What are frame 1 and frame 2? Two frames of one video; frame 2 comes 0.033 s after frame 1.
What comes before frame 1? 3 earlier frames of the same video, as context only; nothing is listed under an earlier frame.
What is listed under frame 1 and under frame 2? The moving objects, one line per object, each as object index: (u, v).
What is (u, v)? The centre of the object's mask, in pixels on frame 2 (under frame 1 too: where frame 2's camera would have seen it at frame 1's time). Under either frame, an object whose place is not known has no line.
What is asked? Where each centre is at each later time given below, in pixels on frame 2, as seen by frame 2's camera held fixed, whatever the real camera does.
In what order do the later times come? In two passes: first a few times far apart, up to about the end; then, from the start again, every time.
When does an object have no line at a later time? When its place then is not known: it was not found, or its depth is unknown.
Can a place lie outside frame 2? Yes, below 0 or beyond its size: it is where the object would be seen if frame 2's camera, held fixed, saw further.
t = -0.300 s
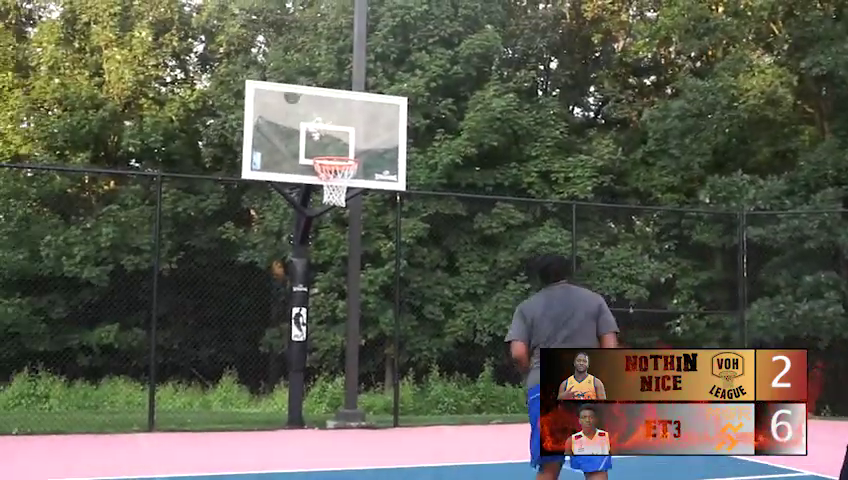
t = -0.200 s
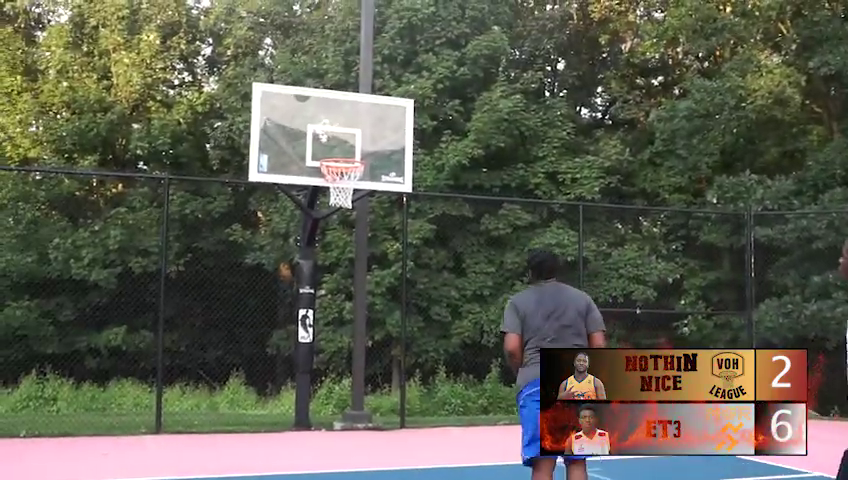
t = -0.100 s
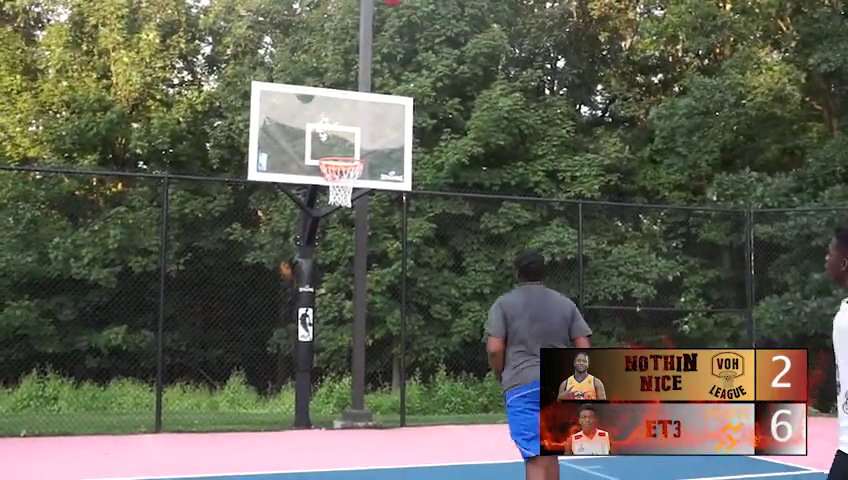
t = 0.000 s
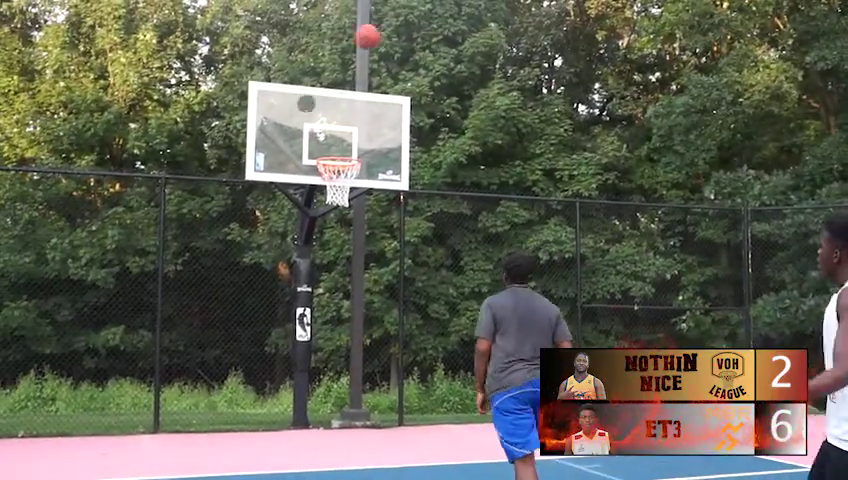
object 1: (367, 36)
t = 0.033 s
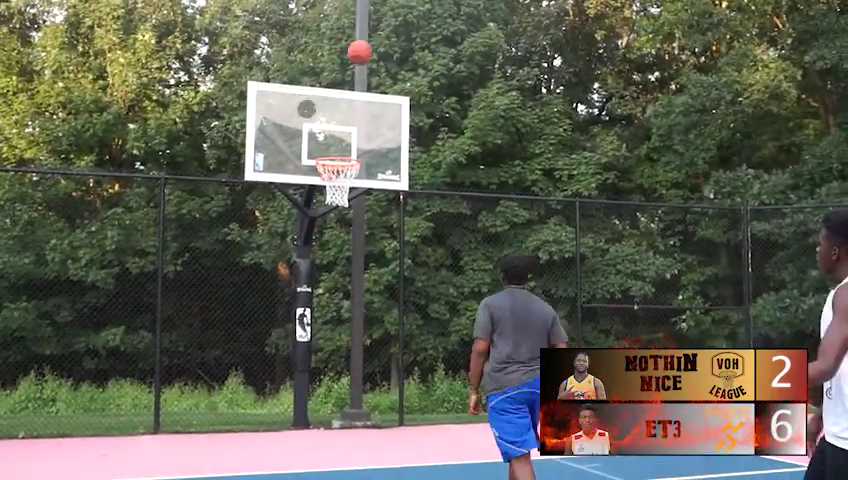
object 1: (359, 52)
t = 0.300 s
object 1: (327, 129)
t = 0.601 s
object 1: (348, 57)
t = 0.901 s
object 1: (367, 64)
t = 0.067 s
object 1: (352, 68)
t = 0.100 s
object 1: (346, 85)
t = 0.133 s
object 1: (340, 103)
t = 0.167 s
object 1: (334, 121)
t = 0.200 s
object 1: (328, 138)
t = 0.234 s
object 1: (323, 151)
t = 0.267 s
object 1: (324, 143)
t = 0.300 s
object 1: (327, 129)
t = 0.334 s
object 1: (330, 117)
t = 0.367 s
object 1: (332, 107)
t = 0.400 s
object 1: (335, 96)
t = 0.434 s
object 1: (337, 87)
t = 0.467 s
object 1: (338, 80)
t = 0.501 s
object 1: (341, 72)
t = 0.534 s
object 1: (344, 66)
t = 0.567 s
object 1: (345, 62)
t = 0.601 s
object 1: (348, 57)
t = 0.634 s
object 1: (349, 54)
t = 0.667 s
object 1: (352, 52)
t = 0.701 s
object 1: (354, 51)
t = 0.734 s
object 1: (356, 51)
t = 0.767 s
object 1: (358, 52)
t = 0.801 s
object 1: (361, 54)
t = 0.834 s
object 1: (361, 57)
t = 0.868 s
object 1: (365, 60)
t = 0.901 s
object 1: (367, 64)
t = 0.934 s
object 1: (369, 70)
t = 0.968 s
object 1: (371, 76)
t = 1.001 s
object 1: (373, 84)
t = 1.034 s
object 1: (375, 84)
